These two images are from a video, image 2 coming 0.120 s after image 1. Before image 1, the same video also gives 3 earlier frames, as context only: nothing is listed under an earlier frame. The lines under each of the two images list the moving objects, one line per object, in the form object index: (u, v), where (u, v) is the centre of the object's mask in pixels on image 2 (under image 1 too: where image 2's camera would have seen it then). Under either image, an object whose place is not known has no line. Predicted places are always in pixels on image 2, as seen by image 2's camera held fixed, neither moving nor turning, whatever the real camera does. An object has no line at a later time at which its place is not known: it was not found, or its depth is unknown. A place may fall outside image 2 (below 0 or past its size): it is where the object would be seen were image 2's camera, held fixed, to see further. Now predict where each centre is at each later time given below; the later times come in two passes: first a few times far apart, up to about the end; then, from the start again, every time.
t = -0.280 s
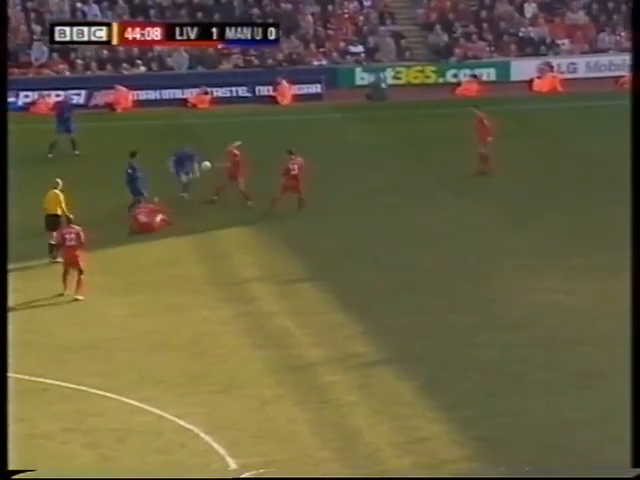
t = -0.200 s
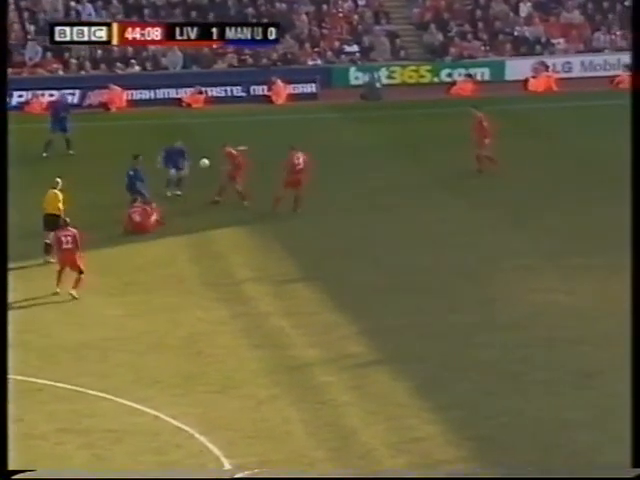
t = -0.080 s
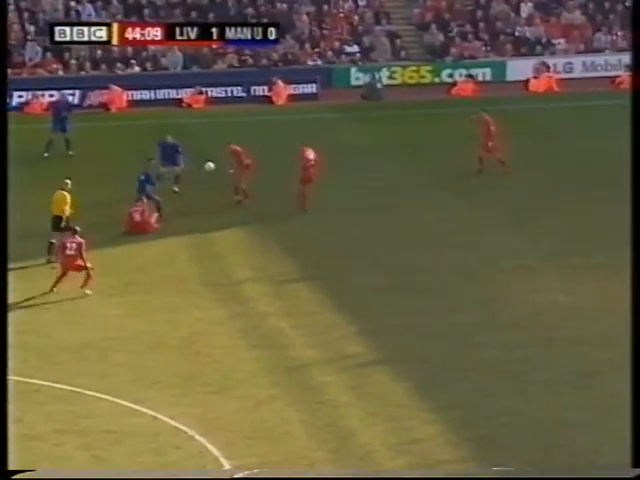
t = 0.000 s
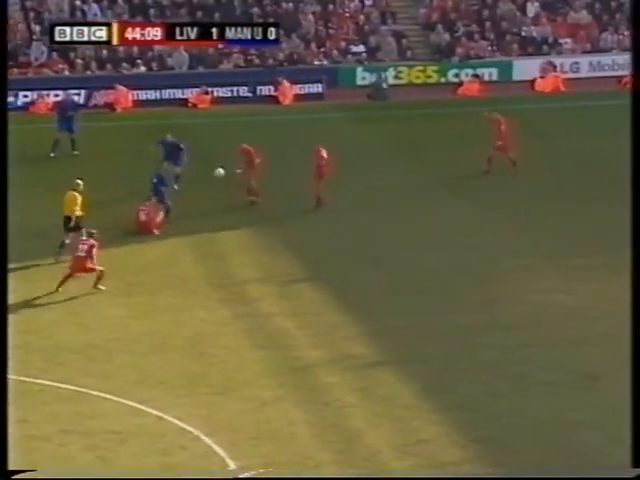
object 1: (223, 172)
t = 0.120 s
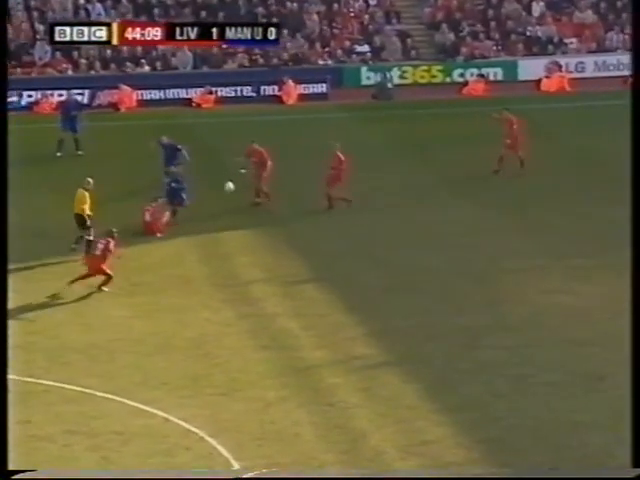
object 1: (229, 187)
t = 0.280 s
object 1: (236, 217)
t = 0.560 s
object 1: (251, 285)
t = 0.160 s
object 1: (230, 193)
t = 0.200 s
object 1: (232, 200)
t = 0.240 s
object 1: (234, 208)
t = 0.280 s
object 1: (236, 217)
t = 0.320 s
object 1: (238, 226)
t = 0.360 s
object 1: (242, 235)
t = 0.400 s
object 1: (243, 247)
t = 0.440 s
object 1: (245, 259)
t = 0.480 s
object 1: (248, 271)
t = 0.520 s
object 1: (249, 286)
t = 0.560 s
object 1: (251, 285)
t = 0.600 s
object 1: (253, 280)
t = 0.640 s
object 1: (255, 276)
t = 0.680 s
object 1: (256, 273)
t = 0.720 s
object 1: (258, 270)
